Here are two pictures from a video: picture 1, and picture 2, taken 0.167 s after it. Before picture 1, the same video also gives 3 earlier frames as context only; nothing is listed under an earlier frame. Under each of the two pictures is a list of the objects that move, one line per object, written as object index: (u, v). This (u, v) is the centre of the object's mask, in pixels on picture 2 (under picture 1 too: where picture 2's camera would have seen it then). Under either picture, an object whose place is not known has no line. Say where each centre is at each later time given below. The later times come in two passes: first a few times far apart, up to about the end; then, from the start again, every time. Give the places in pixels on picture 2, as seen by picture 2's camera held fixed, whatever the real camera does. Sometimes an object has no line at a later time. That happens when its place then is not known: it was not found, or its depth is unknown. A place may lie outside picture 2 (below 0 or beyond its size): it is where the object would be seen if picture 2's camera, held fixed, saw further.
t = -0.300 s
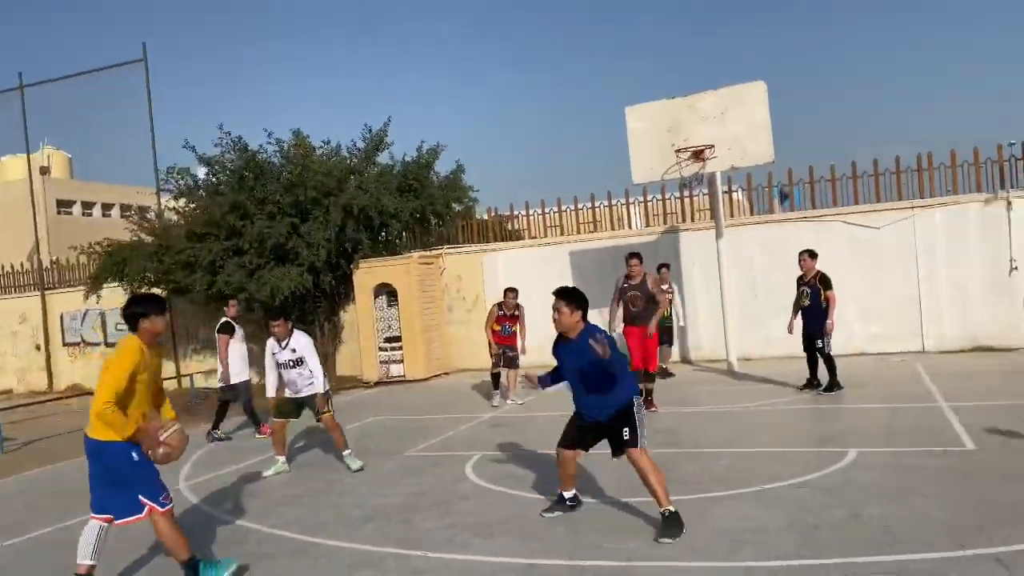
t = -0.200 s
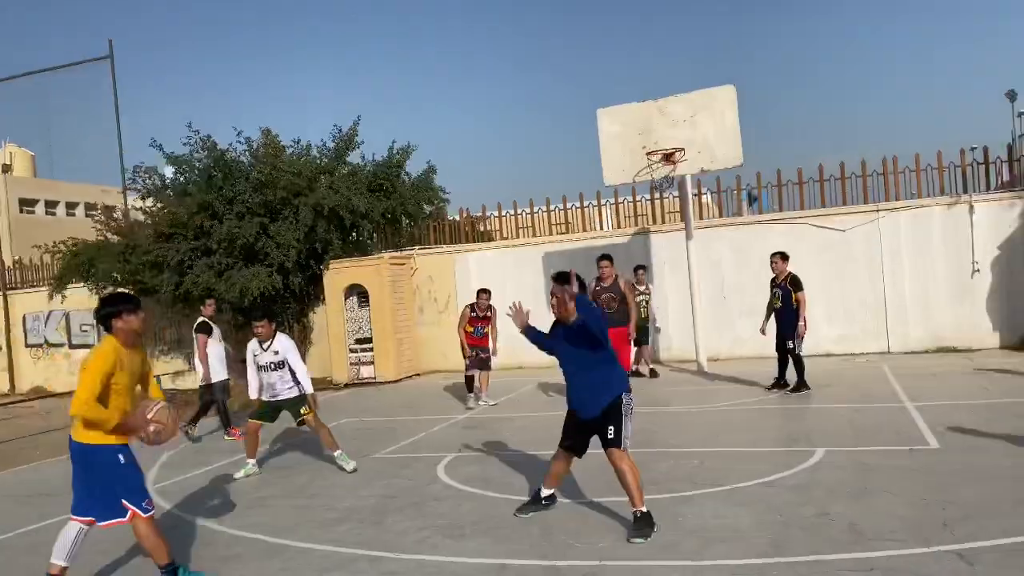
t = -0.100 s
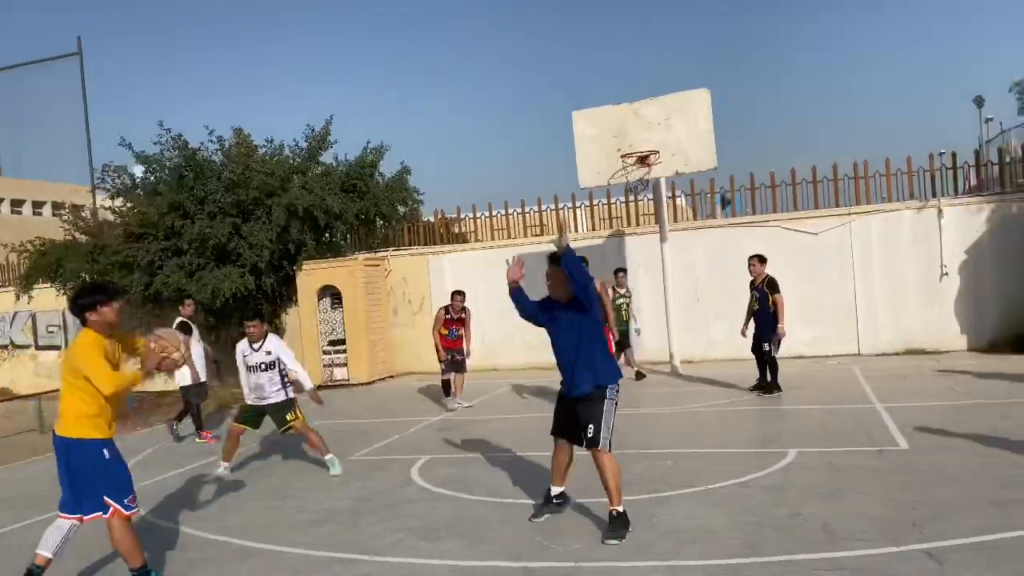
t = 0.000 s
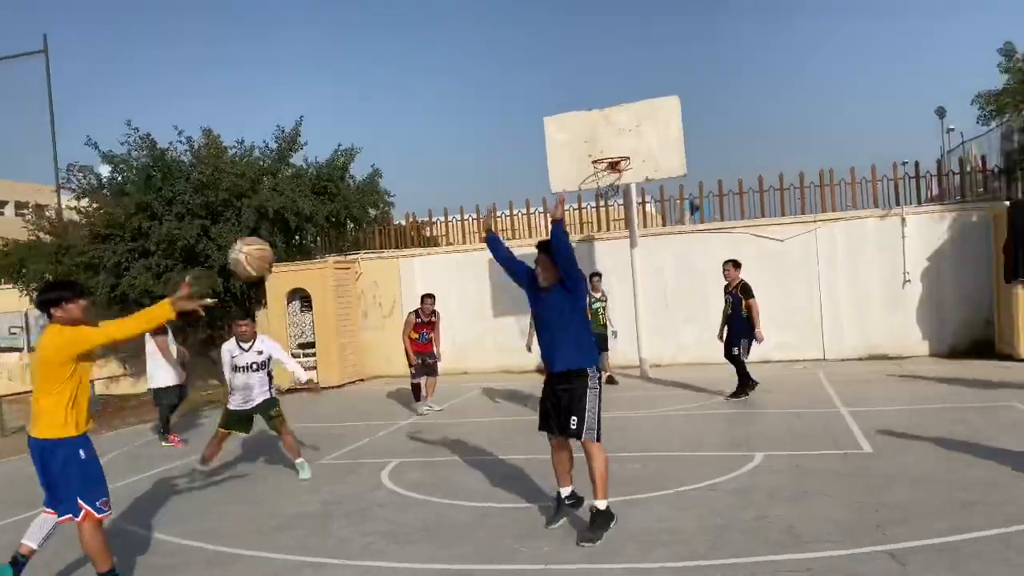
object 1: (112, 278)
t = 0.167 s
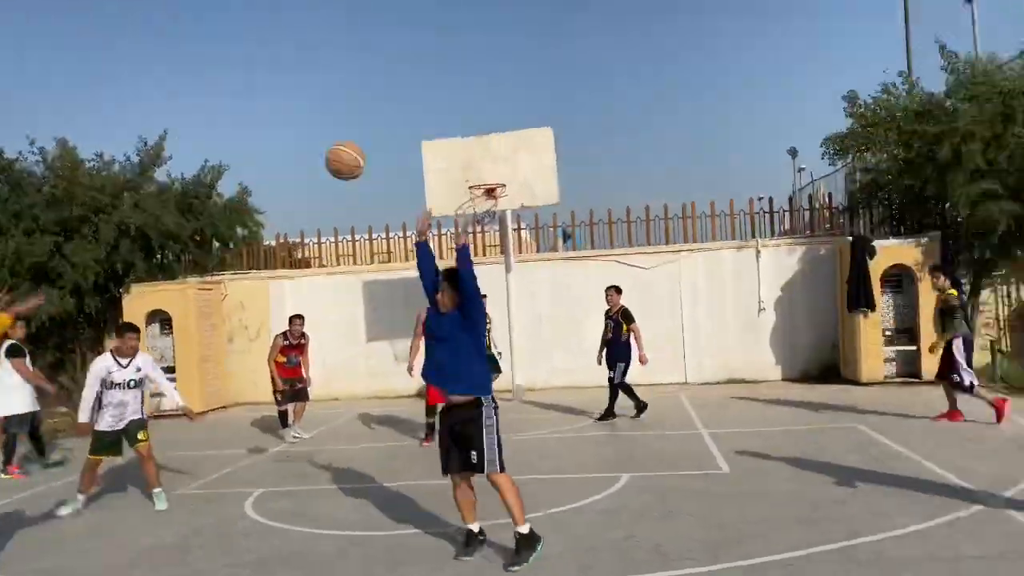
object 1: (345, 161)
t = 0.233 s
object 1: (421, 134)
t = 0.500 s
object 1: (668, 102)
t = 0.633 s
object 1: (762, 119)
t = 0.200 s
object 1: (384, 146)
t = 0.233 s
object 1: (421, 134)
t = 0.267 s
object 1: (457, 123)
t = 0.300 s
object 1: (490, 115)
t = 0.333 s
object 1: (523, 109)
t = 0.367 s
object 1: (555, 104)
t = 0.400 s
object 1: (585, 101)
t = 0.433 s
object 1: (614, 100)
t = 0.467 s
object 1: (641, 100)
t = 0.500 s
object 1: (668, 102)
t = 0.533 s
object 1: (693, 104)
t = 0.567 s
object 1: (717, 108)
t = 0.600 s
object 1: (741, 113)
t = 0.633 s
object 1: (762, 119)
